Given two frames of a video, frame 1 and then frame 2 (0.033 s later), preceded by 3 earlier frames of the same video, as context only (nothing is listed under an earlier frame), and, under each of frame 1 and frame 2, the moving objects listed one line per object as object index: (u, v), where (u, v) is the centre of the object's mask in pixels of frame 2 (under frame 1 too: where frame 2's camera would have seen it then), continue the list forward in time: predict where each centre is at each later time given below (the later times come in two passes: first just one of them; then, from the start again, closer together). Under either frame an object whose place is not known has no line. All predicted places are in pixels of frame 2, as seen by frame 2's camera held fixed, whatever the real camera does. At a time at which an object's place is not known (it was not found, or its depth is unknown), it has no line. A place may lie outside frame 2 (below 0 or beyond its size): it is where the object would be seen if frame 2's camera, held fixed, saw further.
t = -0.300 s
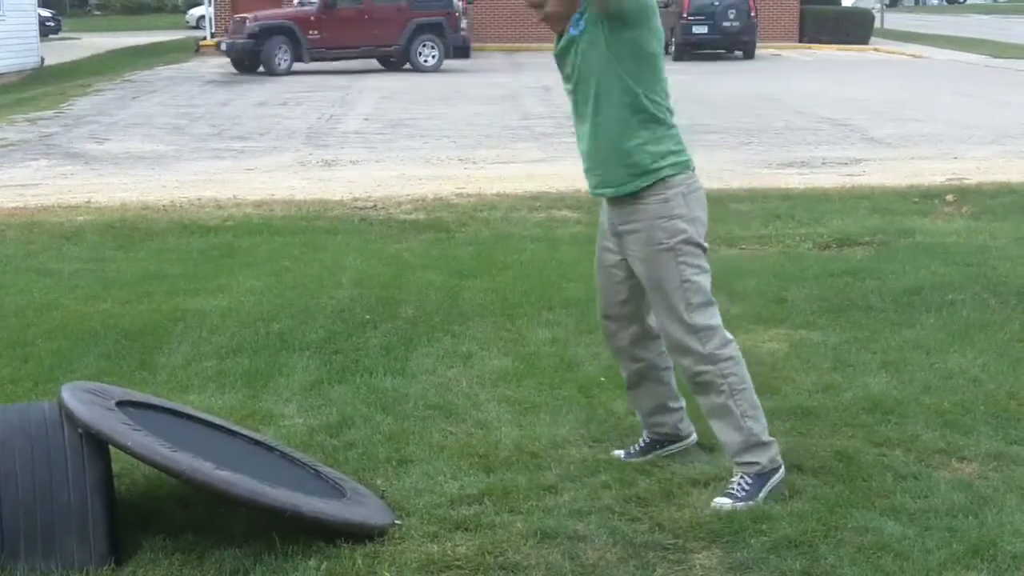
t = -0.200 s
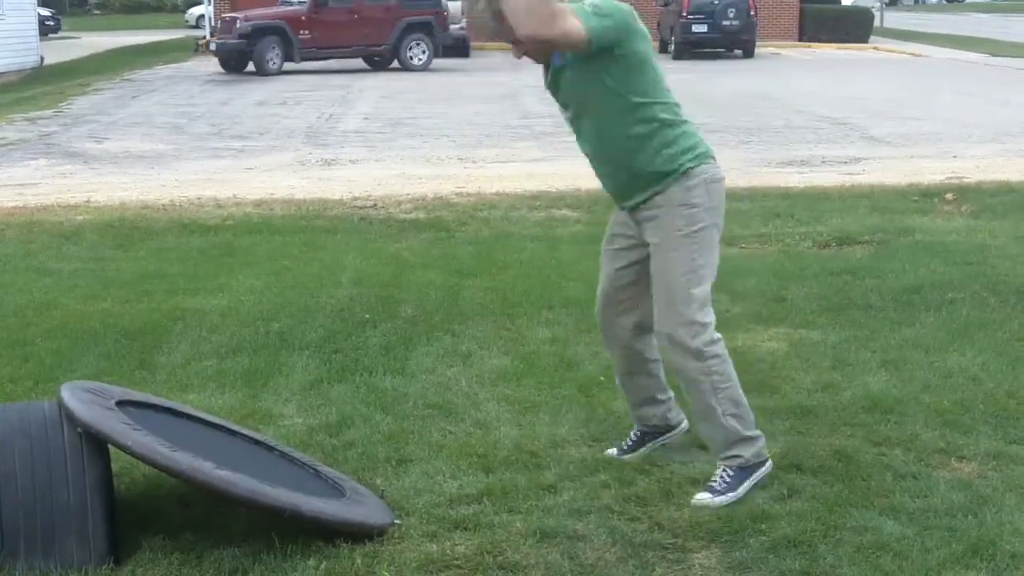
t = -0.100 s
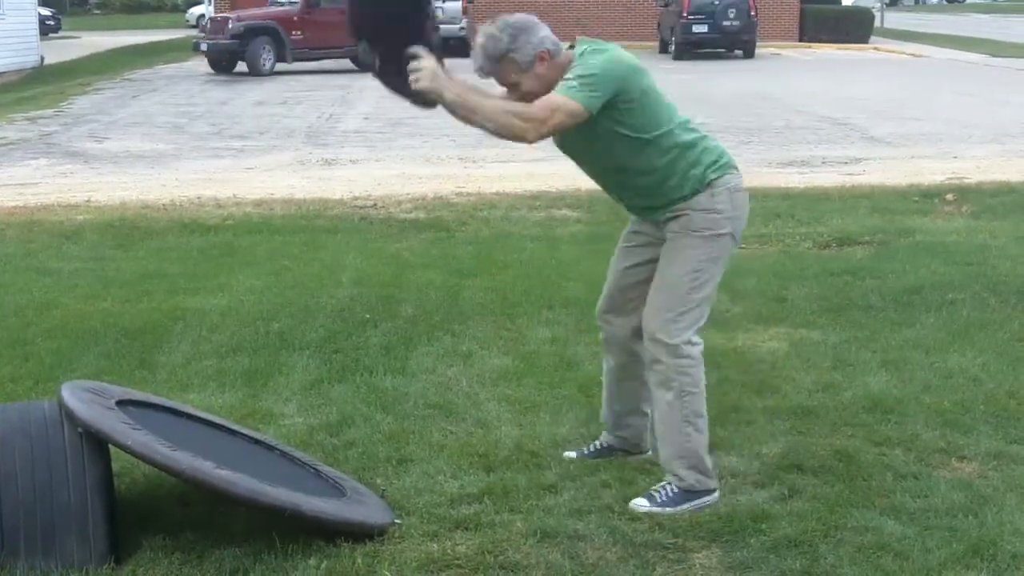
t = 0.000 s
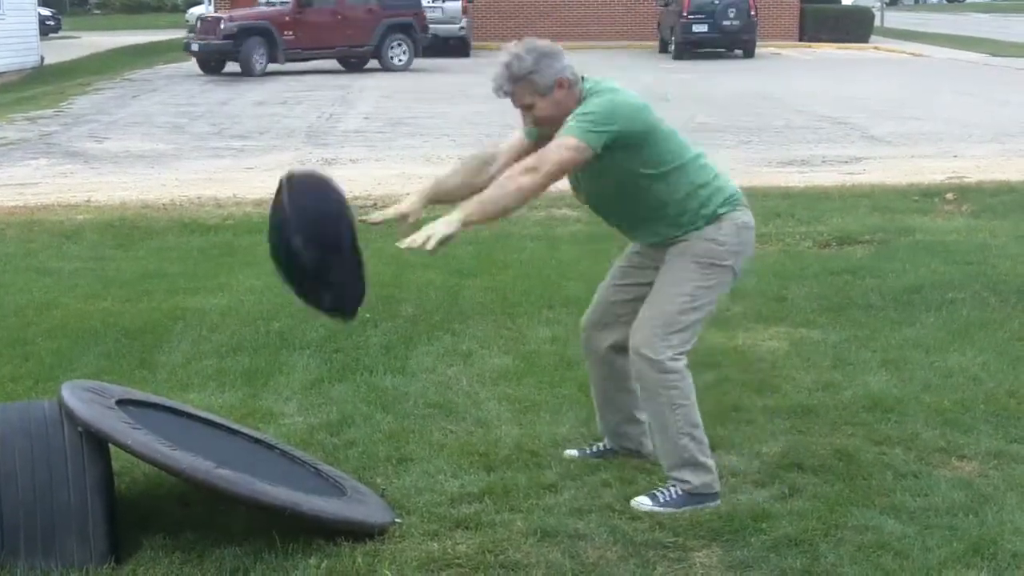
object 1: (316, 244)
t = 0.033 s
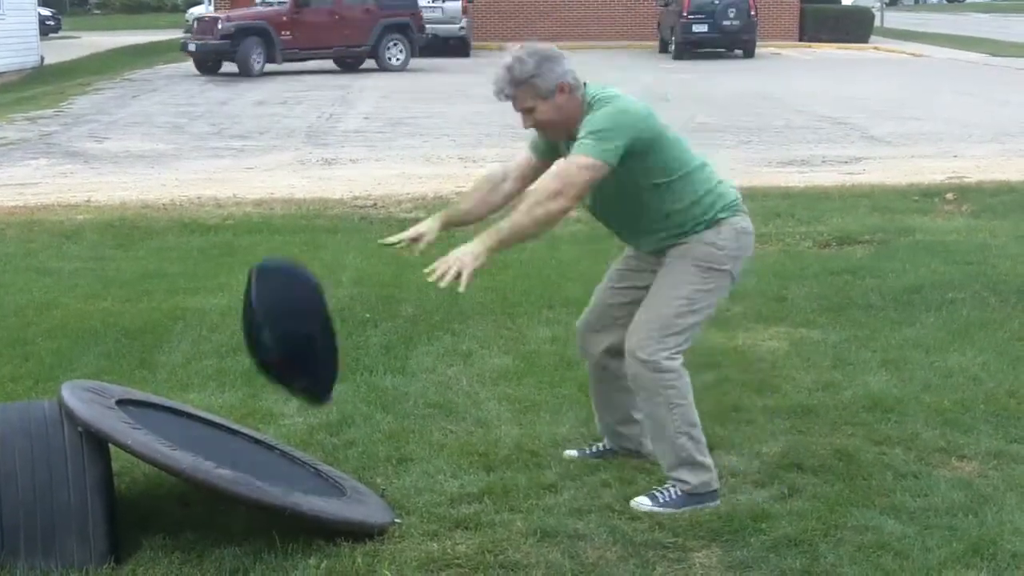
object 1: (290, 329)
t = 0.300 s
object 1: (321, 278)
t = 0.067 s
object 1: (263, 418)
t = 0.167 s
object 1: (252, 443)
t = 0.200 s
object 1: (268, 397)
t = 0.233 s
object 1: (285, 354)
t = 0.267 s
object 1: (302, 314)
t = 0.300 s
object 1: (321, 278)
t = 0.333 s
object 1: (339, 246)
